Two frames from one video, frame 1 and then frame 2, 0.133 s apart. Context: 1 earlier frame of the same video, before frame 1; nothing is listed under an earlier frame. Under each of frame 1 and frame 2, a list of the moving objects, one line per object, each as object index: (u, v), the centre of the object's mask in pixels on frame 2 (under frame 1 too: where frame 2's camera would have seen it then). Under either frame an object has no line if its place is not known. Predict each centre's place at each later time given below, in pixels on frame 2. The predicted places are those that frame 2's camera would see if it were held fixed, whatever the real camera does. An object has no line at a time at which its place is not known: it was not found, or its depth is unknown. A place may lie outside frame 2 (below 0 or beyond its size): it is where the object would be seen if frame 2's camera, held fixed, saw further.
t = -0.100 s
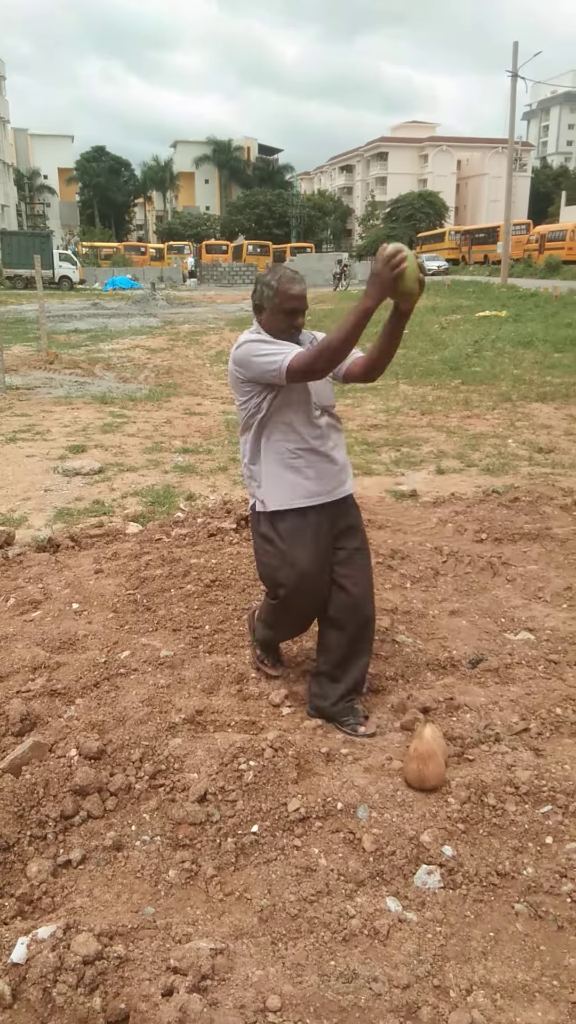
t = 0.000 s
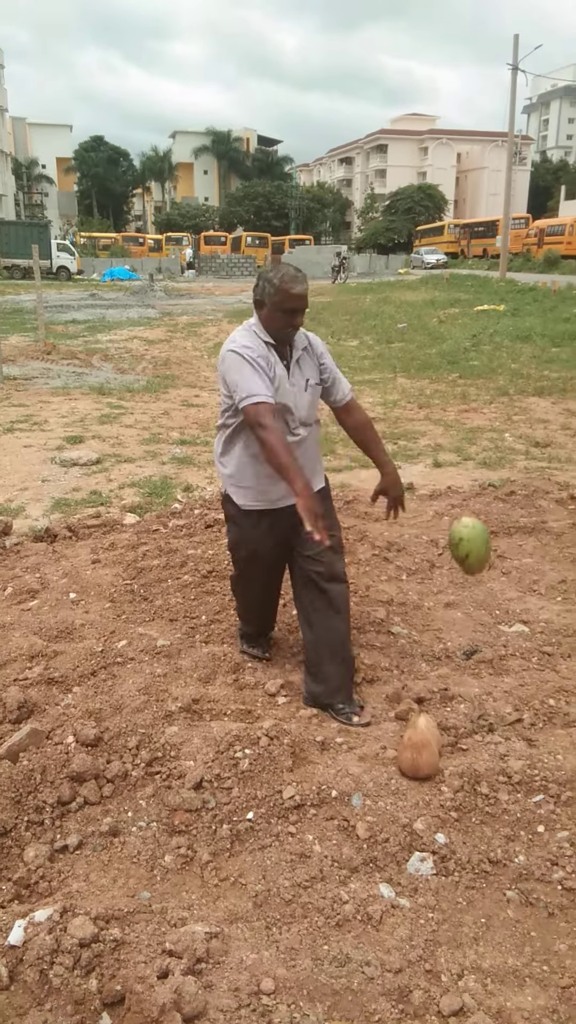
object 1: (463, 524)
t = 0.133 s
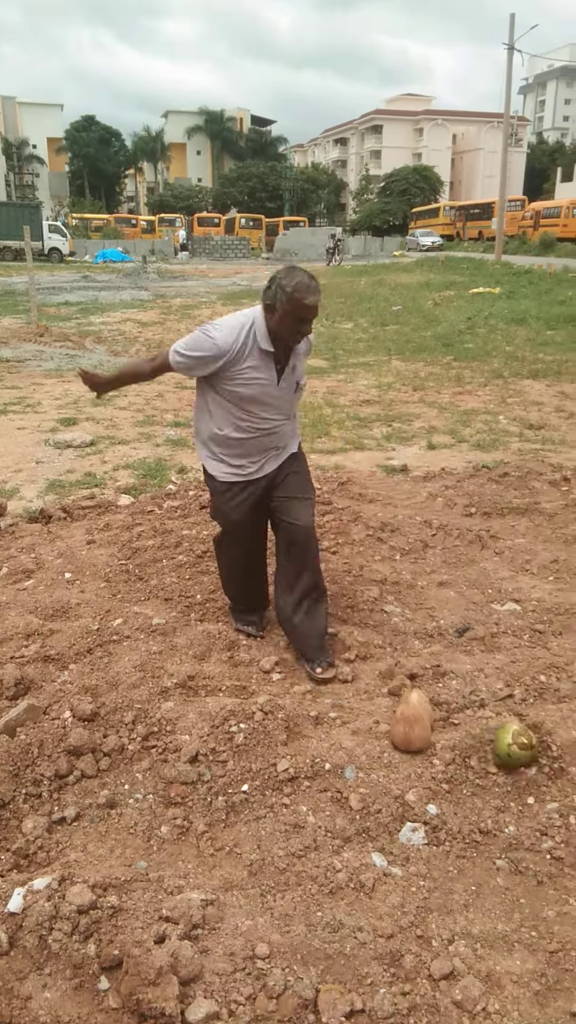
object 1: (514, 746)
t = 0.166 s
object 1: (518, 750)
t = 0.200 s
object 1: (521, 755)
